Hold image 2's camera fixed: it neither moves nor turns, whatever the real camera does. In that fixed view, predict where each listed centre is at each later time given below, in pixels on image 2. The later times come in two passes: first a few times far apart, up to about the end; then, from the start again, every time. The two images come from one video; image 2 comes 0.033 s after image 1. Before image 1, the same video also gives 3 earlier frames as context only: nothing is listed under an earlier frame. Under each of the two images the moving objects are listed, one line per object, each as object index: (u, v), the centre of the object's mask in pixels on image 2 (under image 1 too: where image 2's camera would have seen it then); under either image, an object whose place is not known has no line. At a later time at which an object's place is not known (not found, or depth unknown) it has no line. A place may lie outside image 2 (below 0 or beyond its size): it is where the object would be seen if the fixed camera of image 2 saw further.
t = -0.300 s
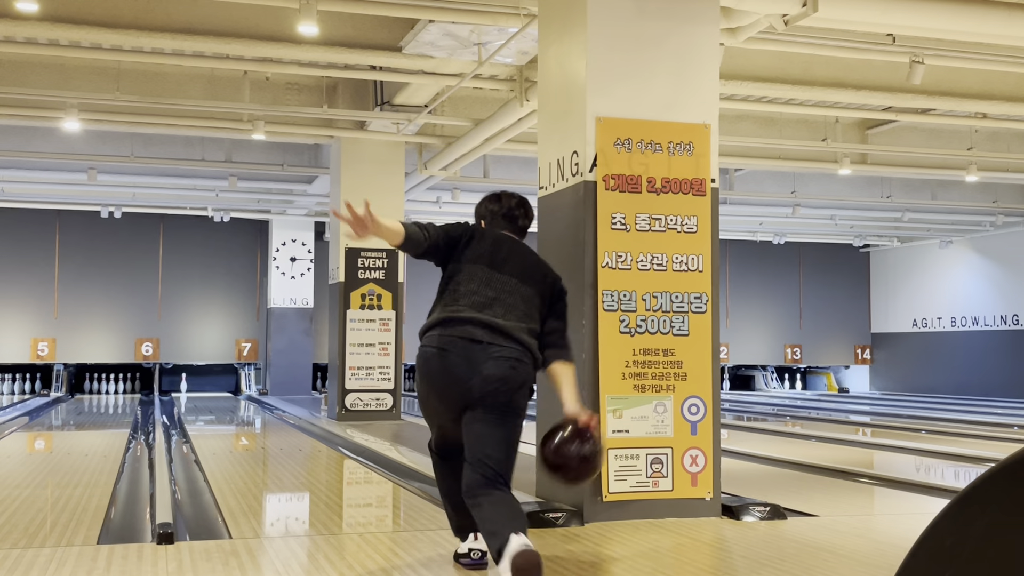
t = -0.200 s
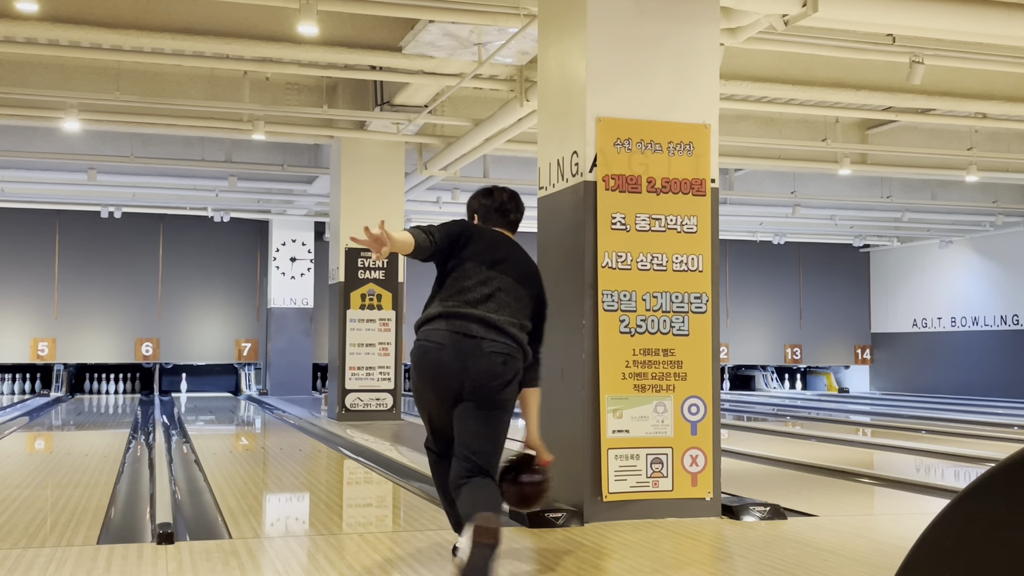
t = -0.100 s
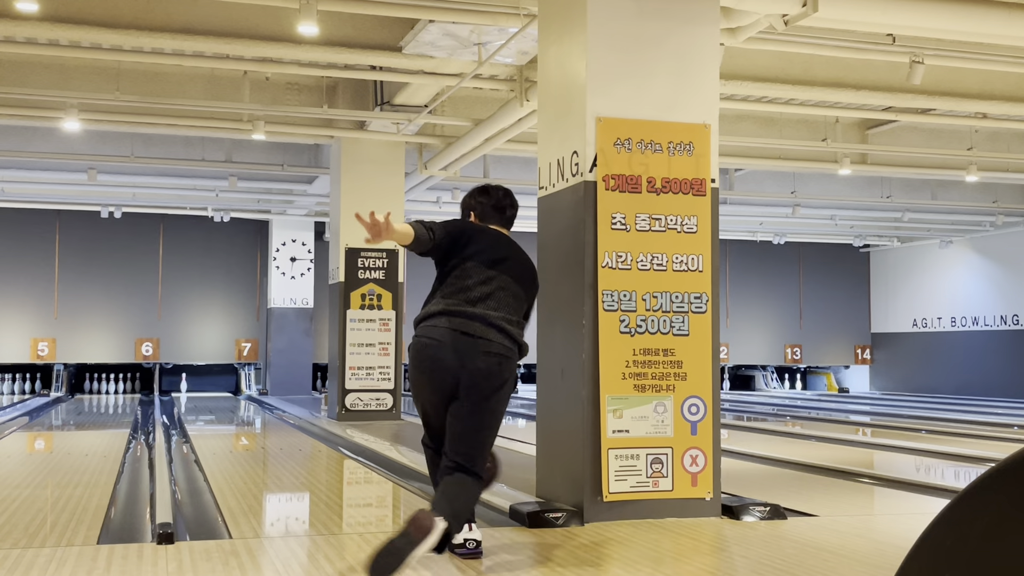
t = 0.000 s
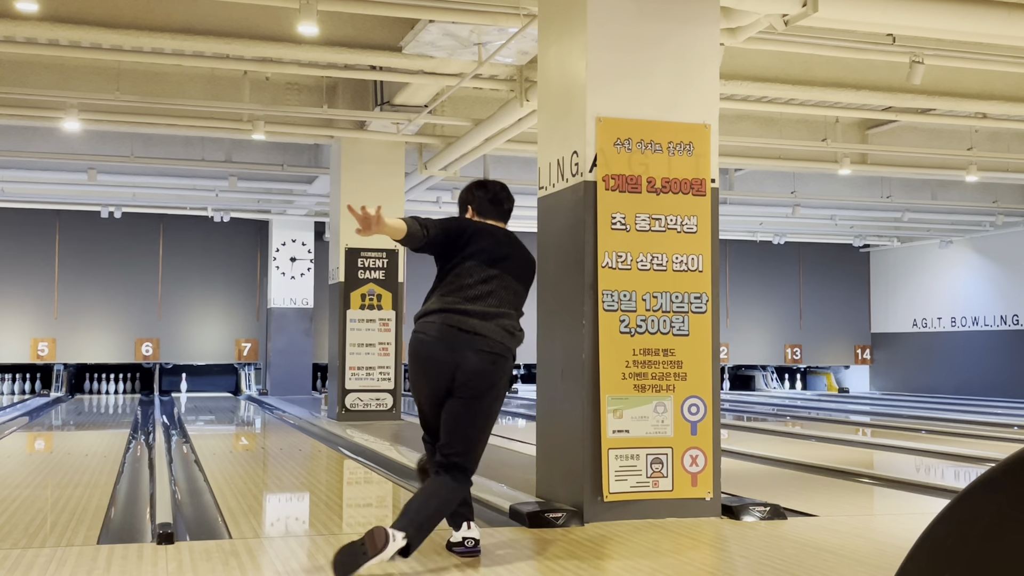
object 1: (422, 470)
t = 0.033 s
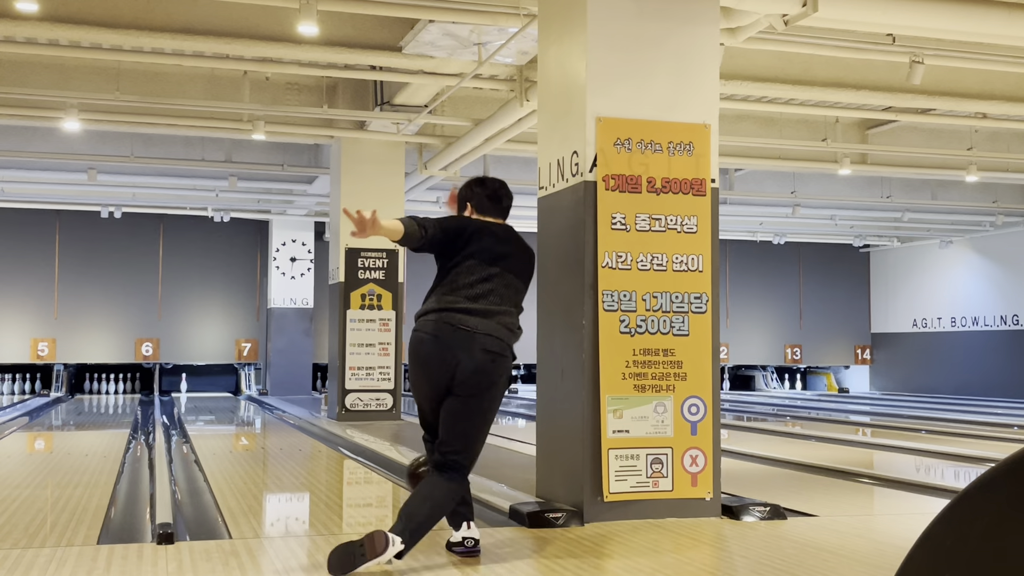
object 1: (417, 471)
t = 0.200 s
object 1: (383, 459)
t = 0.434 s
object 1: (342, 443)
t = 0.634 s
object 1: (316, 431)
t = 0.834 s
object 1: (296, 422)
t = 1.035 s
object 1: (279, 416)
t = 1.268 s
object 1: (263, 410)
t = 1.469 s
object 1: (250, 405)
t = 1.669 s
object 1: (240, 401)
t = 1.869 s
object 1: (230, 398)
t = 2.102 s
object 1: (220, 395)
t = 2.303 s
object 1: (212, 393)
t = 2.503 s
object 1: (204, 391)
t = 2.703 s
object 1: (196, 389)
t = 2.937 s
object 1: (187, 386)
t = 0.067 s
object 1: (410, 476)
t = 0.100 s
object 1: (406, 471)
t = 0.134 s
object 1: (399, 465)
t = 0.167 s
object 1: (391, 460)
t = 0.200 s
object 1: (383, 459)
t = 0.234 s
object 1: (376, 458)
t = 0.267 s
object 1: (370, 457)
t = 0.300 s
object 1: (364, 454)
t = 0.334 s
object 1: (358, 450)
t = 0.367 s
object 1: (352, 448)
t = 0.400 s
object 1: (346, 445)
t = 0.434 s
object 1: (342, 443)
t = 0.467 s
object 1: (337, 441)
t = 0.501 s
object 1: (332, 439)
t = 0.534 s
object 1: (328, 437)
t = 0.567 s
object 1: (324, 435)
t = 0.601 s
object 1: (320, 433)
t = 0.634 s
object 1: (316, 431)
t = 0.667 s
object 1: (312, 430)
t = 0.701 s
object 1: (308, 428)
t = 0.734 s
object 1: (305, 426)
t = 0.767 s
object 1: (302, 425)
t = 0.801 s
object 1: (299, 424)
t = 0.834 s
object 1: (296, 422)
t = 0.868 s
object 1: (293, 421)
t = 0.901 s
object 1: (290, 420)
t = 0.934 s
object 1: (287, 419)
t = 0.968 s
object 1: (284, 418)
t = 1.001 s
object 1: (282, 417)
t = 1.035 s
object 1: (279, 416)
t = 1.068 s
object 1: (277, 415)
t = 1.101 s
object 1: (274, 414)
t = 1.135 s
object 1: (272, 413)
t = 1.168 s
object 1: (270, 412)
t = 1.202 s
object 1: (267, 411)
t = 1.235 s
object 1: (265, 410)
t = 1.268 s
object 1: (263, 410)
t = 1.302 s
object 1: (260, 409)
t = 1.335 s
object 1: (259, 408)
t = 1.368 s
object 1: (256, 407)
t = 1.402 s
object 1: (254, 406)
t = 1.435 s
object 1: (252, 406)
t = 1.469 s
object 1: (250, 405)
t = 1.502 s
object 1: (248, 404)
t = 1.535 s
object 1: (246, 403)
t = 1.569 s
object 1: (244, 403)
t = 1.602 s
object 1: (243, 402)
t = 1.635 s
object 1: (241, 402)
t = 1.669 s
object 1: (240, 401)
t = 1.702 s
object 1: (238, 400)
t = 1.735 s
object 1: (237, 399)
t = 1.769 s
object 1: (235, 399)
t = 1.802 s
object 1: (233, 398)
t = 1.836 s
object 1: (232, 398)
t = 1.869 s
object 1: (230, 398)
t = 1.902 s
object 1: (228, 398)
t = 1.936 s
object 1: (227, 397)
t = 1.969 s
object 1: (226, 397)
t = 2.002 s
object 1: (225, 396)
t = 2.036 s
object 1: (223, 396)
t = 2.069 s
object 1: (222, 396)
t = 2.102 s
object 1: (220, 395)
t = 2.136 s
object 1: (219, 395)
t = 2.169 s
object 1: (218, 394)
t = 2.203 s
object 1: (216, 394)
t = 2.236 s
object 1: (215, 393)
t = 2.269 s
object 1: (214, 393)
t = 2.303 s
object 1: (212, 393)
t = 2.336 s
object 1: (211, 392)
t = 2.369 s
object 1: (210, 392)
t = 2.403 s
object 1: (208, 392)
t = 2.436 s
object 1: (207, 391)
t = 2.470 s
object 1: (205, 391)
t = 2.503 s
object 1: (204, 391)
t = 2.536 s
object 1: (202, 390)
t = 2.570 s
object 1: (201, 390)
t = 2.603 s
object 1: (200, 389)
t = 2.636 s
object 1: (198, 389)
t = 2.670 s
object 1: (197, 389)
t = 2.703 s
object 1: (196, 389)
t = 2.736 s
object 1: (195, 388)
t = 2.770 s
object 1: (193, 389)
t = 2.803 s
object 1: (192, 389)
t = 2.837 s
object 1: (191, 388)
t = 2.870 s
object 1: (189, 388)
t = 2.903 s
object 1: (188, 388)
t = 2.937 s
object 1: (187, 386)
